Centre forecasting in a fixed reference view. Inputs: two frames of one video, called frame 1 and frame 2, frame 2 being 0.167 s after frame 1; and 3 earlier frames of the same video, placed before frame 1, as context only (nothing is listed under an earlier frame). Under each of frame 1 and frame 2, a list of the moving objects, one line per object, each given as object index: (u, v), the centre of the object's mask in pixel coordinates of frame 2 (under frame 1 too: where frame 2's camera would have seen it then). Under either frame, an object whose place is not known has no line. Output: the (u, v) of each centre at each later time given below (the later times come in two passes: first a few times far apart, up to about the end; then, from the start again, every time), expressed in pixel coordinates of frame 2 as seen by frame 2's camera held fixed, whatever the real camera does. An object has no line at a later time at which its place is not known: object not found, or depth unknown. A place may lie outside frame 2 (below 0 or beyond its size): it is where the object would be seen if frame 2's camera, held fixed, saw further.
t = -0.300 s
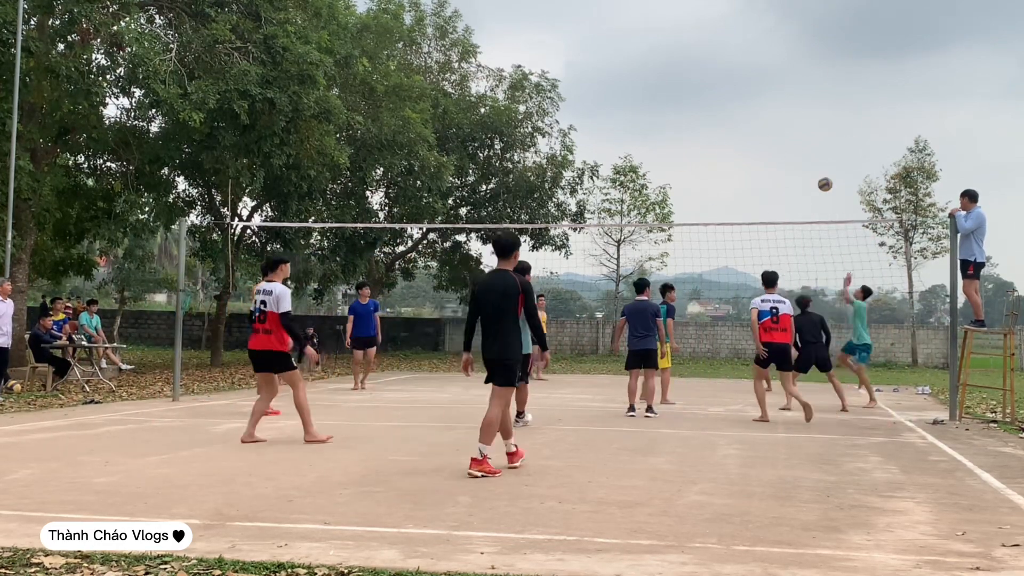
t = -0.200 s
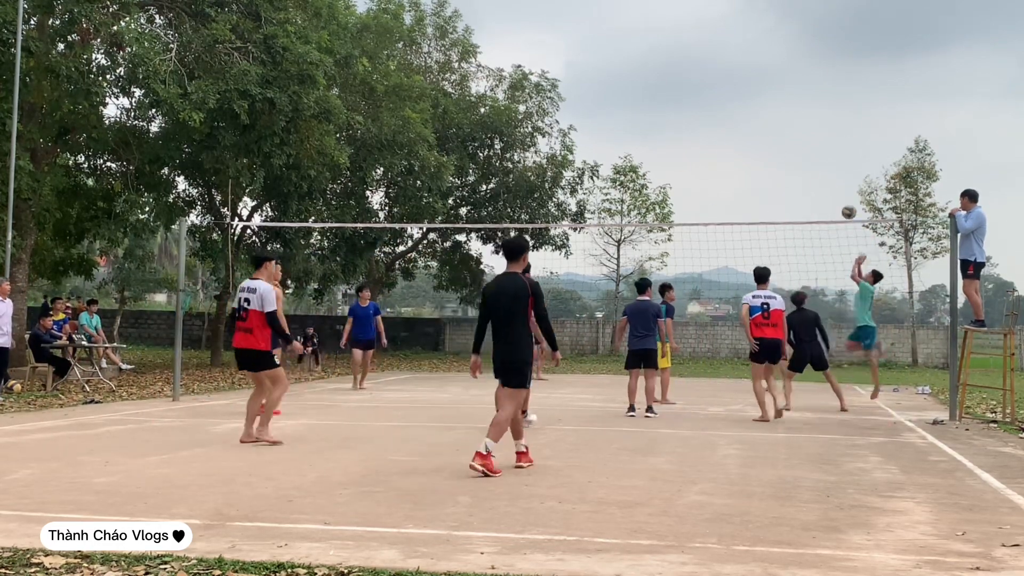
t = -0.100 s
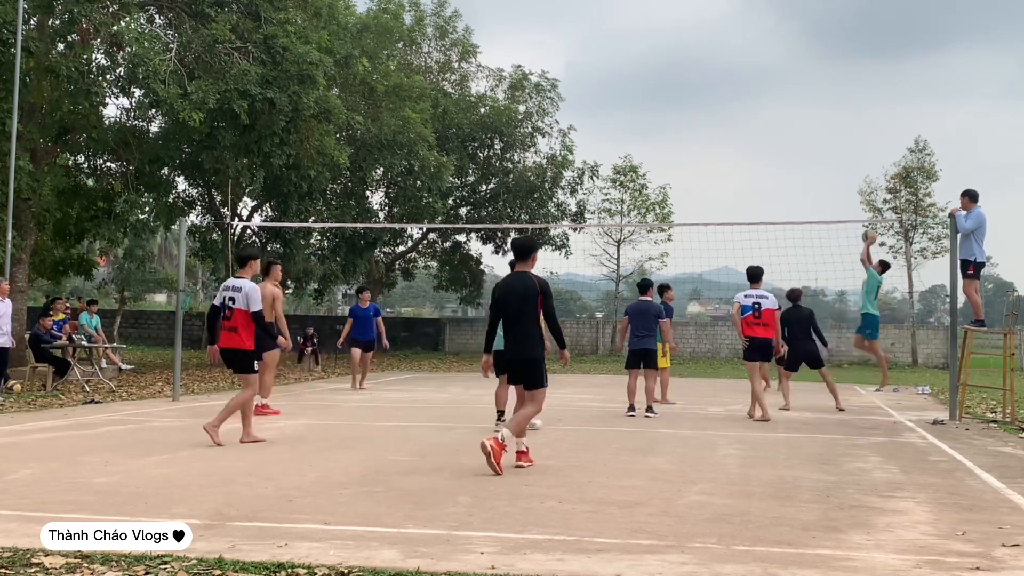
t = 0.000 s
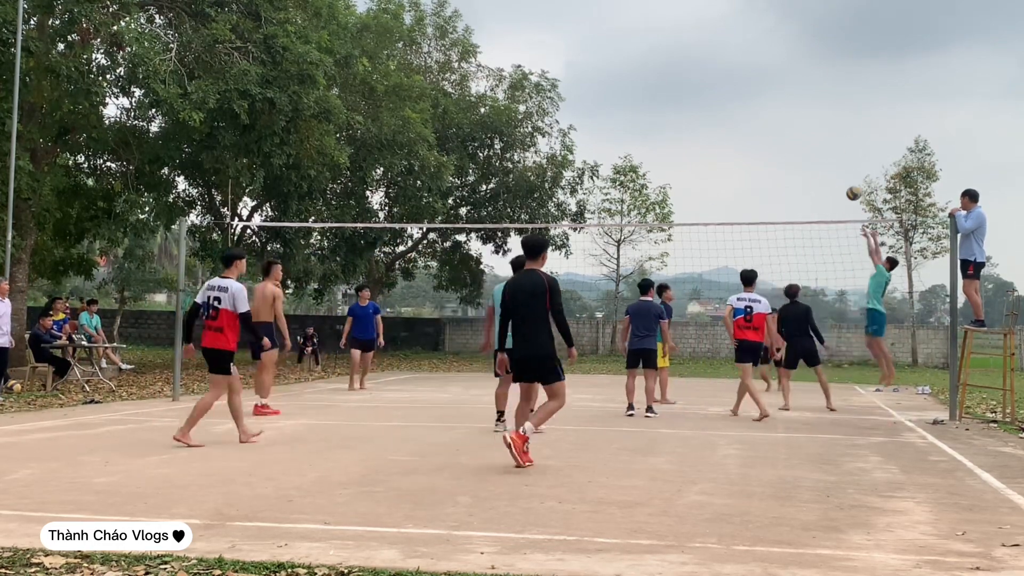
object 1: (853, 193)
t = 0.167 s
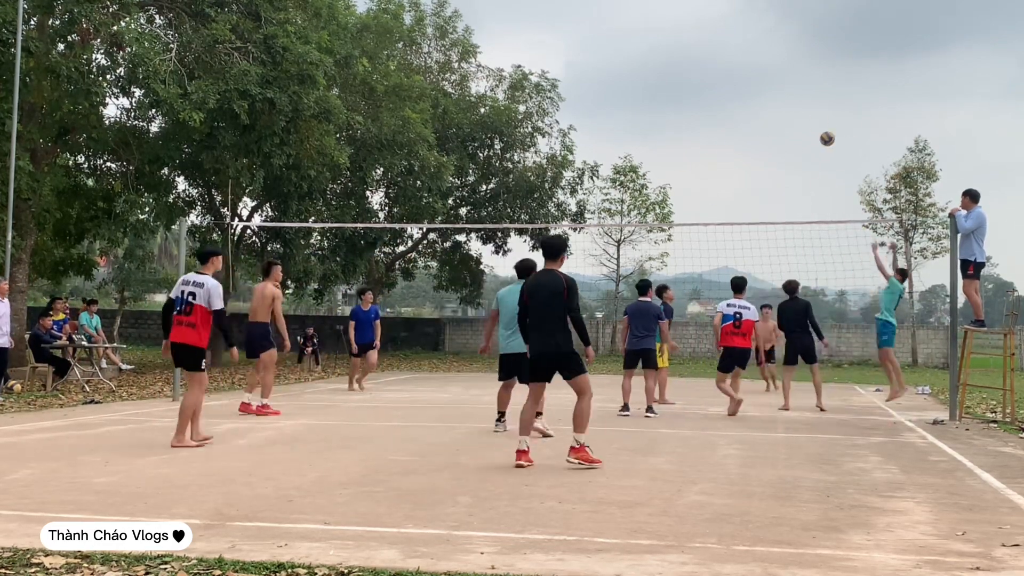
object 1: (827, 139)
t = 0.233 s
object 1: (817, 123)
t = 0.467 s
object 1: (780, 93)
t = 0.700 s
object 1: (745, 99)
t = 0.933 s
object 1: (710, 141)
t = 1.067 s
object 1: (691, 179)
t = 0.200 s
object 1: (822, 130)
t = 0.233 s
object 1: (817, 123)
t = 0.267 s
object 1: (811, 116)
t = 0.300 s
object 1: (806, 110)
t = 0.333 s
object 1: (801, 105)
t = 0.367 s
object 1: (796, 101)
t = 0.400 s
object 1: (791, 97)
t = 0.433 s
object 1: (786, 94)
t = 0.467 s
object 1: (780, 93)
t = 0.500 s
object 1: (775, 91)
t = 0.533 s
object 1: (770, 91)
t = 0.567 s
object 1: (765, 91)
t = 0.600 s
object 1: (760, 92)
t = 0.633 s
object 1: (755, 94)
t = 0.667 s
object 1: (750, 96)
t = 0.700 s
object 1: (745, 99)
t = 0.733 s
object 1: (740, 103)
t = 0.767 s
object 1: (735, 108)
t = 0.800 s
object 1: (730, 113)
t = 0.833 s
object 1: (725, 119)
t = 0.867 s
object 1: (720, 126)
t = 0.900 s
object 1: (715, 133)
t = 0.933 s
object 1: (710, 141)
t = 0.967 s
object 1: (706, 150)
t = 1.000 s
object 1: (701, 159)
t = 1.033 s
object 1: (696, 169)
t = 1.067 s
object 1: (691, 179)
